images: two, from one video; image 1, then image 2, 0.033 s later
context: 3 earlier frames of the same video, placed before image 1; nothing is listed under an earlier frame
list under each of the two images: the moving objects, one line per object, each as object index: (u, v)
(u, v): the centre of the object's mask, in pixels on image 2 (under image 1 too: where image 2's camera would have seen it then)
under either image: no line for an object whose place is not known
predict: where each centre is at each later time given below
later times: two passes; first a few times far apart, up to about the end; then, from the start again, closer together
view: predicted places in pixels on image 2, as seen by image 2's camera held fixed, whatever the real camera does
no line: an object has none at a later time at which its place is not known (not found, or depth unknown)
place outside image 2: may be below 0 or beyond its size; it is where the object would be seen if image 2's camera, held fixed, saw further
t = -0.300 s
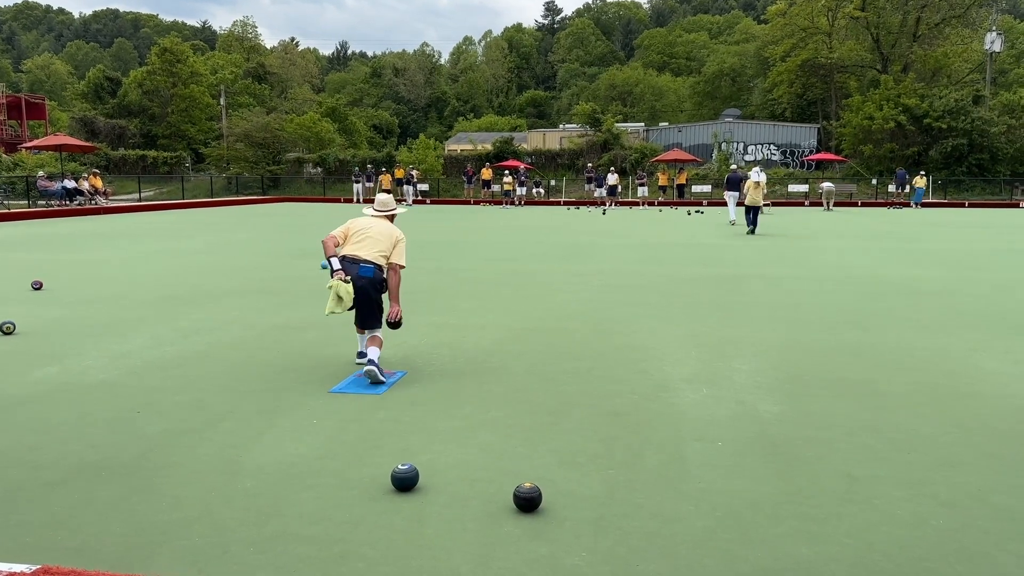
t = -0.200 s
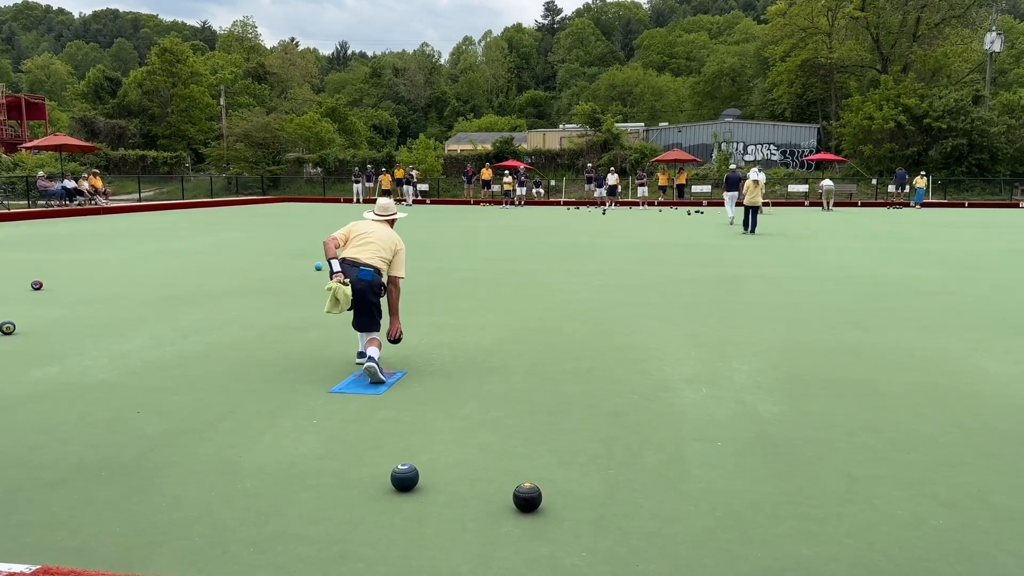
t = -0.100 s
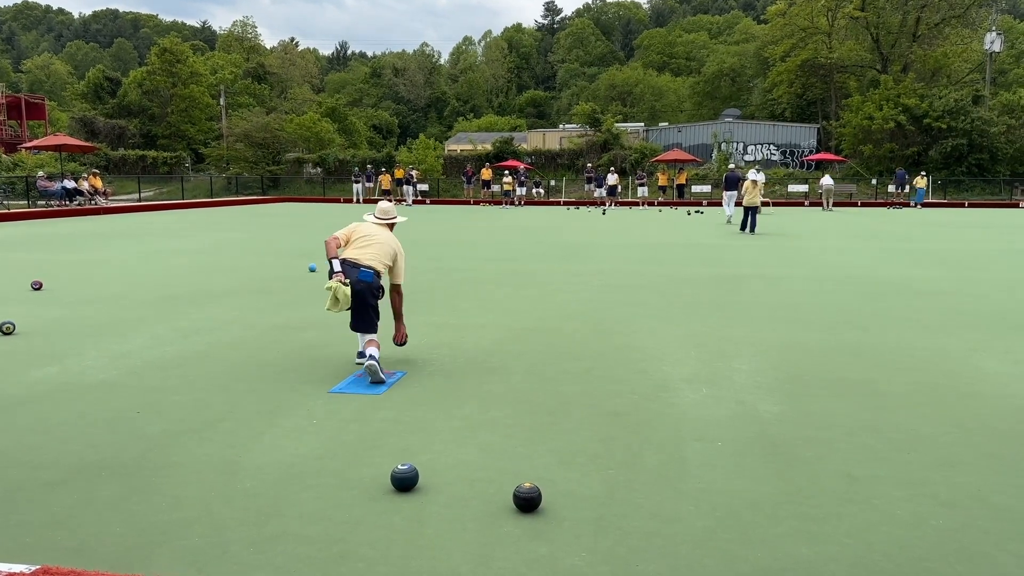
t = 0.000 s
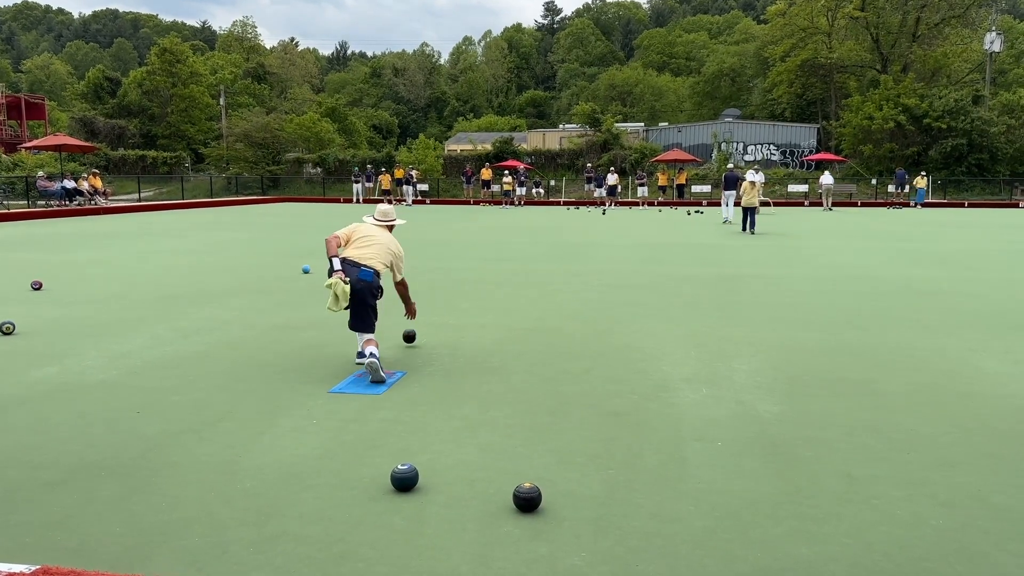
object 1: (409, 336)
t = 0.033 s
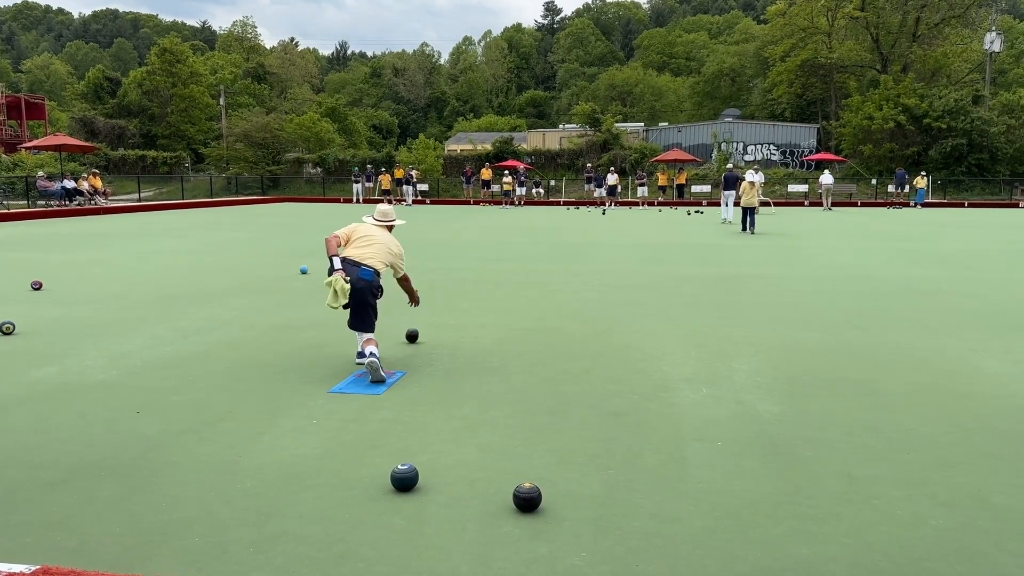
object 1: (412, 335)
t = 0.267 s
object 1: (428, 315)
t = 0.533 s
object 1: (440, 302)
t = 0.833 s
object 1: (452, 289)
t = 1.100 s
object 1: (460, 279)
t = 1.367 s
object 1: (467, 272)
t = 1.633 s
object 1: (474, 265)
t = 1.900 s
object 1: (479, 259)
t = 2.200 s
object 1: (485, 254)
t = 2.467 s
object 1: (489, 249)
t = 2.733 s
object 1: (493, 246)
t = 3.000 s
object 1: (497, 243)
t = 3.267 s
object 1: (501, 239)
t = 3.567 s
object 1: (504, 237)
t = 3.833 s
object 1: (507, 234)
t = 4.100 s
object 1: (510, 232)
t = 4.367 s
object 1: (513, 230)
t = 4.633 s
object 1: (515, 228)
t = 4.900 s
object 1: (518, 227)
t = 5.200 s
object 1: (521, 225)
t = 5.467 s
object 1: (523, 224)
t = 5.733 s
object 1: (526, 223)
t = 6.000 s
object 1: (529, 221)
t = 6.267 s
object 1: (531, 220)
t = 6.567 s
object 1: (534, 219)
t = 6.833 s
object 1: (536, 219)
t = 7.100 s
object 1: (539, 218)
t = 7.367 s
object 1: (542, 217)
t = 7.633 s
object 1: (544, 216)
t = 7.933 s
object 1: (547, 216)
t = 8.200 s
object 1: (550, 215)
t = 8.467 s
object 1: (552, 214)
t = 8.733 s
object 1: (555, 214)
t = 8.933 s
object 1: (557, 213)
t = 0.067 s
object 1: (414, 330)
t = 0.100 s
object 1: (417, 326)
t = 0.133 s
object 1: (419, 324)
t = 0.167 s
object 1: (422, 322)
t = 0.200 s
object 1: (424, 321)
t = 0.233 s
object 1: (426, 317)
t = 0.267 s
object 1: (428, 315)
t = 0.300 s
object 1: (430, 314)
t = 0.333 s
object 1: (431, 312)
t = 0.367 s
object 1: (433, 309)
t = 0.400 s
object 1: (434, 308)
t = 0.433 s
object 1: (436, 307)
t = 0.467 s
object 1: (438, 305)
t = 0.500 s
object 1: (439, 303)
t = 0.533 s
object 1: (440, 302)
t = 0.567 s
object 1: (442, 300)
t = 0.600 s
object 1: (443, 299)
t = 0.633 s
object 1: (444, 297)
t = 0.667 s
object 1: (446, 296)
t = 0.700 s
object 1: (447, 294)
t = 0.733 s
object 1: (448, 292)
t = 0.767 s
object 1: (449, 291)
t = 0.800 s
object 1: (451, 290)
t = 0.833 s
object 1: (452, 289)
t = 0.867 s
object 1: (453, 287)
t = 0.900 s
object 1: (454, 286)
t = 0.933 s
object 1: (455, 285)
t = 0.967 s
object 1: (456, 284)
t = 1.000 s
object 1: (457, 283)
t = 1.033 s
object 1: (458, 281)
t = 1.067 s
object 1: (459, 280)
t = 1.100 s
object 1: (460, 279)
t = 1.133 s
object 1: (461, 278)
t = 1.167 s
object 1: (462, 277)
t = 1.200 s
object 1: (463, 276)
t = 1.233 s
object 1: (464, 275)
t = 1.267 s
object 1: (465, 274)
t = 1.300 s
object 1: (466, 273)
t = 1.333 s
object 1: (466, 272)
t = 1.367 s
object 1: (467, 272)
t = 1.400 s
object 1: (468, 271)
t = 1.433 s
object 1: (469, 270)
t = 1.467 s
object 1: (470, 269)
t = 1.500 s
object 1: (470, 268)
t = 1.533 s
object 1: (471, 267)
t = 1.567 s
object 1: (472, 266)
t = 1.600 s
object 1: (473, 266)
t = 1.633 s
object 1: (474, 265)
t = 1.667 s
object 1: (474, 264)
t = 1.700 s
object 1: (475, 263)
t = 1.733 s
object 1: (476, 263)
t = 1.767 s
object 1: (476, 262)
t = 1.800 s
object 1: (477, 261)
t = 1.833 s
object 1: (478, 261)
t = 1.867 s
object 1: (478, 260)
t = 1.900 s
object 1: (479, 259)
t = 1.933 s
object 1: (480, 259)
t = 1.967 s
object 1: (480, 258)
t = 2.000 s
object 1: (481, 257)
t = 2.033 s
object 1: (482, 257)
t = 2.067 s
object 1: (482, 256)
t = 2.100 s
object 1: (483, 256)
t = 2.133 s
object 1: (484, 255)
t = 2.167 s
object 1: (484, 254)
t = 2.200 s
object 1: (485, 254)
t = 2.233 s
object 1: (485, 253)
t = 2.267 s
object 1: (486, 253)
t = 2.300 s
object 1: (487, 252)
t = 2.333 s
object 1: (487, 252)
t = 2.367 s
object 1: (488, 251)
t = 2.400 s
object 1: (488, 251)
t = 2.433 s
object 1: (489, 250)
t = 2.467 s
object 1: (489, 249)
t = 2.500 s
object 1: (490, 249)
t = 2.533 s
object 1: (490, 249)
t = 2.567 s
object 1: (491, 248)
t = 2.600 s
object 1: (491, 247)
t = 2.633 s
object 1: (492, 247)
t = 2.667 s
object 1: (493, 247)
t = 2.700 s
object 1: (493, 246)
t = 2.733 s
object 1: (493, 246)
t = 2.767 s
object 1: (494, 245)
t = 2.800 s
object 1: (494, 245)
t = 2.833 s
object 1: (495, 244)
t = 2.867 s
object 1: (495, 244)
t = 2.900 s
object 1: (495, 244)
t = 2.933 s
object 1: (496, 243)
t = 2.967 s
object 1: (496, 243)
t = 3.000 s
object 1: (497, 243)
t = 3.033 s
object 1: (497, 242)
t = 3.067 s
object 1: (498, 242)
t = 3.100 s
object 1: (498, 241)
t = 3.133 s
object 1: (499, 241)
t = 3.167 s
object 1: (499, 241)
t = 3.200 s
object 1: (500, 240)
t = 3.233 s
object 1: (500, 240)
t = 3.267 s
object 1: (501, 239)
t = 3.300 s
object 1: (501, 239)
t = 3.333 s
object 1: (501, 239)
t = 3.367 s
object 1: (502, 239)
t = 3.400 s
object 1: (502, 238)
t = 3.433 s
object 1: (503, 238)
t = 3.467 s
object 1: (503, 237)
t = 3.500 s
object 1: (503, 237)
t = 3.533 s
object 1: (504, 237)
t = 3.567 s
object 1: (504, 237)
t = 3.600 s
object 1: (505, 236)
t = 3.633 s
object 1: (505, 236)
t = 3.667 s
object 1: (505, 236)
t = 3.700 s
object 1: (506, 235)
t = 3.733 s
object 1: (506, 235)
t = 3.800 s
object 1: (507, 234)
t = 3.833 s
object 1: (507, 234)
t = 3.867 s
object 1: (508, 234)
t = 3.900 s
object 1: (508, 234)
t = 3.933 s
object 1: (508, 233)
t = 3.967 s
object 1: (509, 233)
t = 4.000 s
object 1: (509, 233)
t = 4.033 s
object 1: (510, 233)
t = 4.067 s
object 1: (510, 232)
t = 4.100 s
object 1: (510, 232)
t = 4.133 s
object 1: (510, 232)
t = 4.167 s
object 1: (511, 231)
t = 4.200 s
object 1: (511, 231)
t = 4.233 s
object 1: (511, 231)
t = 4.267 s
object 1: (512, 231)
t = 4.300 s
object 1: (512, 231)
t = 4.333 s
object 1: (512, 230)
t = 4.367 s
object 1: (513, 230)
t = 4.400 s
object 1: (513, 230)
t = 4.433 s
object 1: (513, 230)
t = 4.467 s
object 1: (514, 230)
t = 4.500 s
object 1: (514, 229)
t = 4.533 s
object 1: (514, 229)
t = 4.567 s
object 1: (515, 229)
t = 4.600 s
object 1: (515, 229)
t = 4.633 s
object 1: (515, 228)
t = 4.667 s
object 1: (516, 228)
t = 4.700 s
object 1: (516, 228)
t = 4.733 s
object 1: (516, 228)
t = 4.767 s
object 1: (517, 227)
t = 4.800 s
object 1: (517, 227)
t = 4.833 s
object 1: (517, 227)
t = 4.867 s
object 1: (518, 227)
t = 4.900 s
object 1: (518, 227)
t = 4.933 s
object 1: (518, 227)
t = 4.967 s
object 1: (519, 226)
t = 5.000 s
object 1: (519, 226)
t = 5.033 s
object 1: (519, 226)
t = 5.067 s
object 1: (520, 226)
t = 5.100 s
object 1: (520, 226)
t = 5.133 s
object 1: (520, 225)
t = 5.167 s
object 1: (521, 225)
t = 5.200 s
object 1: (521, 225)
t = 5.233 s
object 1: (521, 225)
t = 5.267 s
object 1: (522, 225)
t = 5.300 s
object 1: (522, 225)
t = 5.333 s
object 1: (522, 225)
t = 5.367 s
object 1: (523, 224)
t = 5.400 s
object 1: (523, 224)
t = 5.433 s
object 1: (523, 224)
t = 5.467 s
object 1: (523, 224)
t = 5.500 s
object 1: (524, 224)
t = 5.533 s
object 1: (524, 224)
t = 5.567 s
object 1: (524, 223)
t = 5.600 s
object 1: (525, 223)
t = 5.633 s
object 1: (525, 223)
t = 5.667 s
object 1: (525, 223)
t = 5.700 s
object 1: (526, 223)
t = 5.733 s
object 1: (526, 223)
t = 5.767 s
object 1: (526, 222)
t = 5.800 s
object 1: (527, 222)
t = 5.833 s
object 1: (527, 222)
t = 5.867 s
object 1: (527, 222)
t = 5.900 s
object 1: (528, 222)
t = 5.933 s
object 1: (528, 222)
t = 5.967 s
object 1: (528, 222)
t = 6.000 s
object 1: (529, 221)
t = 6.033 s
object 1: (529, 221)
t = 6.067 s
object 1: (529, 221)
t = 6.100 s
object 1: (529, 221)
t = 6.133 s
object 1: (530, 221)
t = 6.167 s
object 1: (530, 221)
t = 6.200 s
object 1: (530, 221)
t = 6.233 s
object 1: (531, 221)
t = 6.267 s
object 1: (531, 220)
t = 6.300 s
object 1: (531, 220)
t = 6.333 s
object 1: (532, 220)
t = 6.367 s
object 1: (532, 220)
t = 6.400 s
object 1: (532, 220)
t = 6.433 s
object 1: (533, 220)
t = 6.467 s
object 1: (533, 220)
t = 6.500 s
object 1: (533, 220)
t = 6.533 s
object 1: (534, 219)
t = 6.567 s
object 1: (534, 219)
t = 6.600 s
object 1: (534, 219)
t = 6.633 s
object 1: (534, 219)
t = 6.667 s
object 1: (535, 219)
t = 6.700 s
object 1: (535, 219)
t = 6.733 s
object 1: (535, 219)
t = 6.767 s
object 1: (536, 219)
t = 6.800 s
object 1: (536, 219)
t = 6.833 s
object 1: (536, 219)
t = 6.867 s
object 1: (537, 218)
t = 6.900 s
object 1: (537, 218)
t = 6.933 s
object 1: (537, 218)
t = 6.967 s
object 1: (538, 218)
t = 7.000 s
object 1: (538, 218)
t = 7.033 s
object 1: (538, 218)
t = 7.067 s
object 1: (538, 218)
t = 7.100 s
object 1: (539, 218)
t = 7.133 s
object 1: (539, 218)
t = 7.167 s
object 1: (539, 217)
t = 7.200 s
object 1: (540, 217)
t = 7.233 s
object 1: (540, 217)
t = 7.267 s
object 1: (541, 217)
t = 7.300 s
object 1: (541, 217)
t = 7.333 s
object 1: (541, 217)
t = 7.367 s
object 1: (542, 217)
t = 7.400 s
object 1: (542, 217)
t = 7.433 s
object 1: (542, 217)
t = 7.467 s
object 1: (543, 217)
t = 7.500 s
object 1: (543, 216)
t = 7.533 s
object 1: (543, 216)
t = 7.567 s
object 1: (544, 216)
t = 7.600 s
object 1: (544, 216)
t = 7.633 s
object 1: (544, 216)
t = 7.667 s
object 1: (544, 216)
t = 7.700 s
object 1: (545, 216)
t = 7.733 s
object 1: (545, 216)
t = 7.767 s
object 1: (545, 216)
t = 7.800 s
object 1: (546, 216)
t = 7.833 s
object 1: (546, 216)
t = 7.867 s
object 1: (546, 216)
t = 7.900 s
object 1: (547, 216)
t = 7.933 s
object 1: (547, 216)
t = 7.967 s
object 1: (547, 215)
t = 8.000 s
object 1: (548, 215)
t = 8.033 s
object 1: (548, 215)
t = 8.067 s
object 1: (548, 215)
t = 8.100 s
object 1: (549, 215)
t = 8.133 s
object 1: (549, 215)
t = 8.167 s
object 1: (549, 215)
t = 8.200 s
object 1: (550, 215)
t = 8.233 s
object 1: (550, 215)
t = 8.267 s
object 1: (550, 215)
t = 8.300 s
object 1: (550, 215)
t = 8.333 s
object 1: (551, 215)
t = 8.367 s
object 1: (551, 215)
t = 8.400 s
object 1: (551, 214)
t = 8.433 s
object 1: (552, 214)
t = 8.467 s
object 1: (552, 214)
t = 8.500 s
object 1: (552, 214)
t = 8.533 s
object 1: (553, 214)
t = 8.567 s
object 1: (553, 214)
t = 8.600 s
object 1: (553, 214)
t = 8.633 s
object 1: (554, 214)
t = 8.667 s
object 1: (554, 214)
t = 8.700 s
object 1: (554, 214)
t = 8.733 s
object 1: (555, 214)
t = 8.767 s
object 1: (555, 214)
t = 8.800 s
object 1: (555, 214)
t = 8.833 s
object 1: (556, 214)
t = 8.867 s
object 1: (556, 214)
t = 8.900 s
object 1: (556, 214)
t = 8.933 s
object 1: (557, 213)
